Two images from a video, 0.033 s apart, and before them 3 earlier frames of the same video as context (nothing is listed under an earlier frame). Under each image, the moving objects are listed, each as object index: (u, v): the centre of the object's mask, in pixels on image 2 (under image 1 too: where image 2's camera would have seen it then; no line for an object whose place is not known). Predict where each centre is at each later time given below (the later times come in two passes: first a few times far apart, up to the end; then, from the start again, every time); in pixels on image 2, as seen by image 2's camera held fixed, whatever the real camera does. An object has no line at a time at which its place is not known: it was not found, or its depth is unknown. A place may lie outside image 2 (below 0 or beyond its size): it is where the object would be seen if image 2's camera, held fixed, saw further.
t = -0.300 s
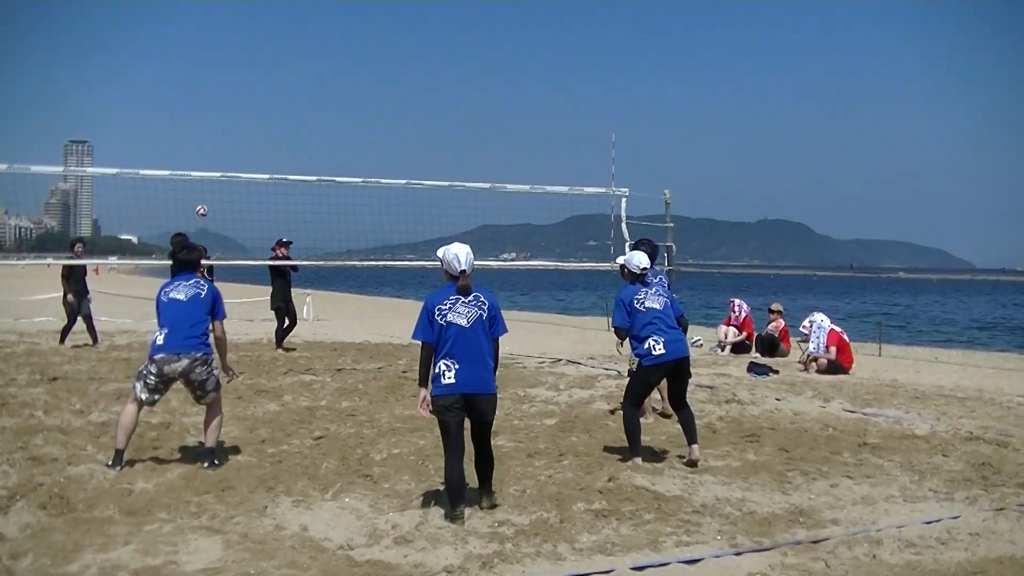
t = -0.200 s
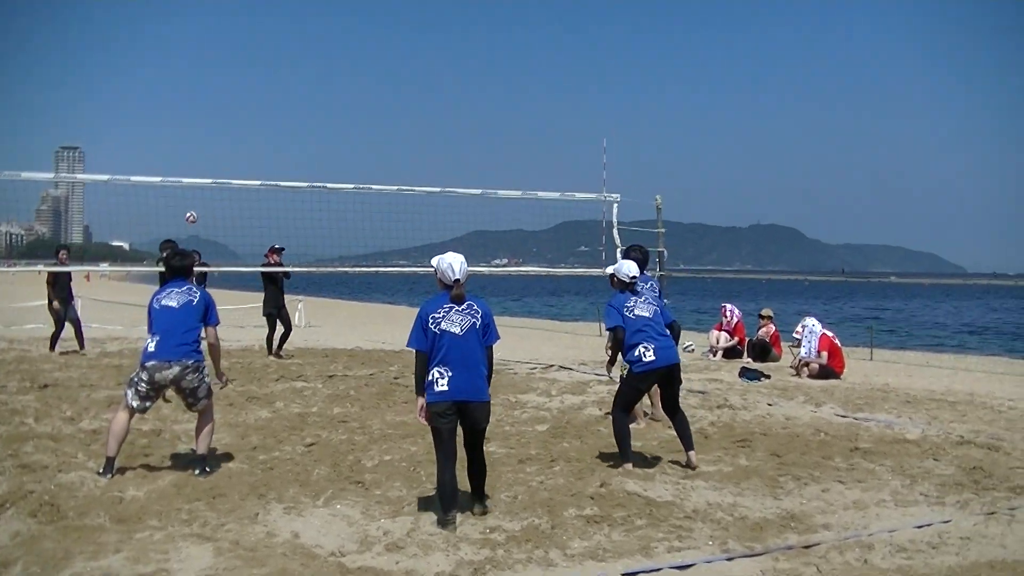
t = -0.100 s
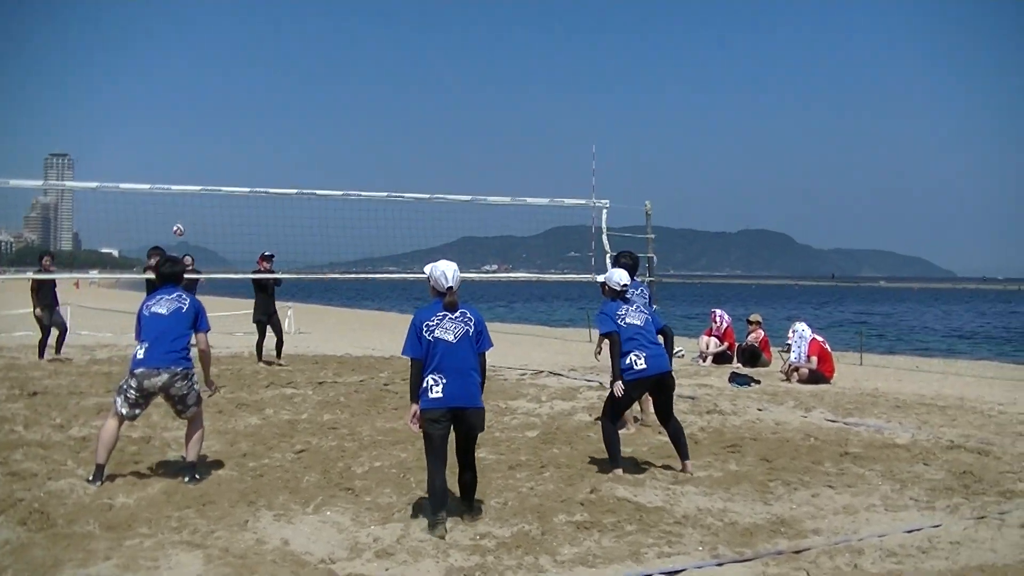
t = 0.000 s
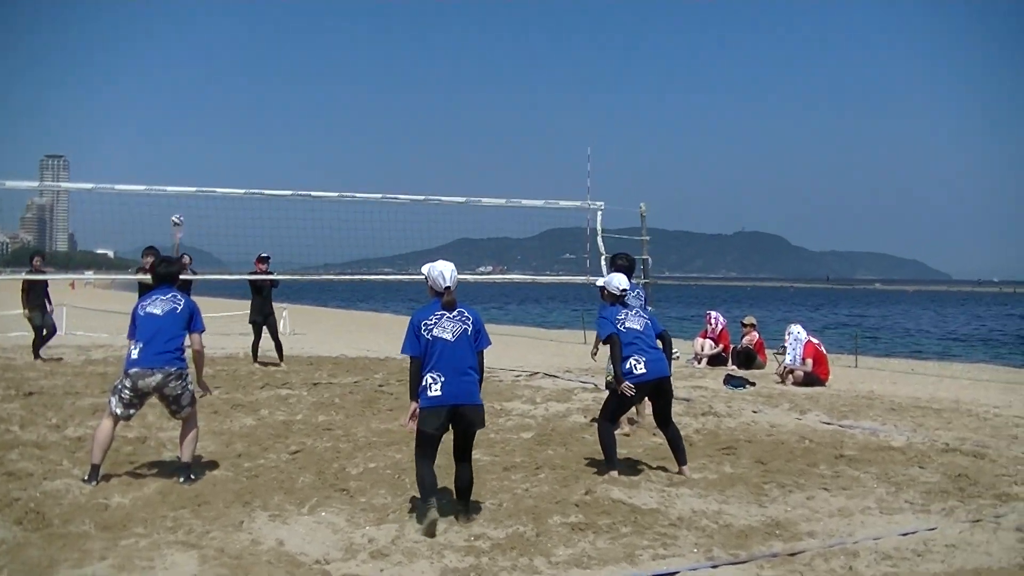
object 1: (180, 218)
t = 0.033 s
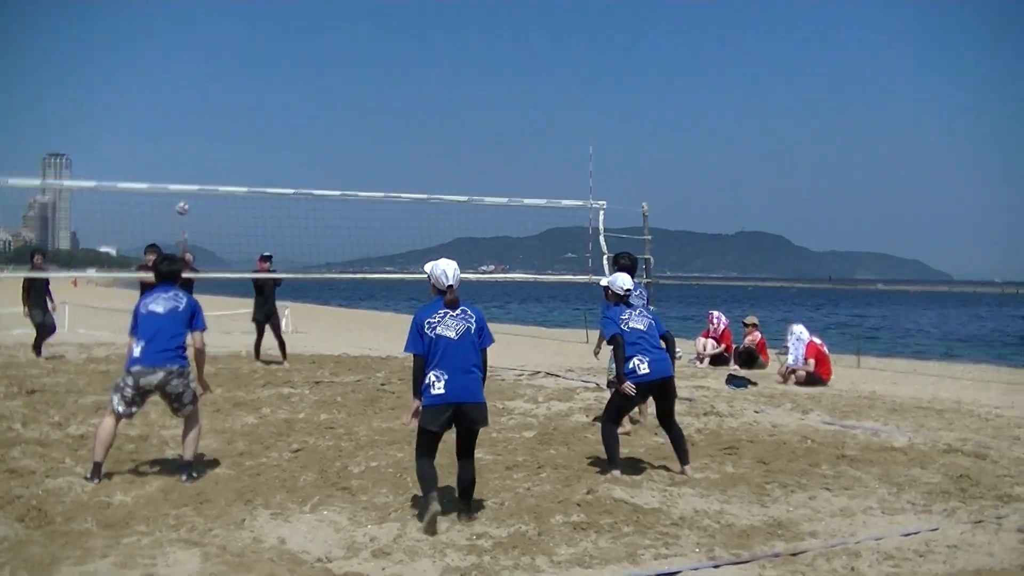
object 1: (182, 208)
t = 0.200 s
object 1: (202, 162)
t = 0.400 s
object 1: (222, 122)
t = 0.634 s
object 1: (252, 104)
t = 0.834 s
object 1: (276, 125)
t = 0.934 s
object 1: (287, 154)
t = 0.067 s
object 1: (186, 199)
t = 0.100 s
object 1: (190, 193)
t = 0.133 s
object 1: (194, 179)
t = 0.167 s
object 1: (198, 170)
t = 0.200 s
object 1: (202, 162)
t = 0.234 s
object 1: (205, 154)
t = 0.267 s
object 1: (208, 147)
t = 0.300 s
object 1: (211, 140)
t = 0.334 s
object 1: (215, 133)
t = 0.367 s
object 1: (218, 127)
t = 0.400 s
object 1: (222, 122)
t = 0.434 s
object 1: (226, 116)
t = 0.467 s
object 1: (230, 112)
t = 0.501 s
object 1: (235, 108)
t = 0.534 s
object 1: (239, 106)
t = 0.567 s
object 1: (243, 104)
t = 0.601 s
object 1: (248, 103)
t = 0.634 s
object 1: (252, 104)
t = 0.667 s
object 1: (256, 105)
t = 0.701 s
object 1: (260, 107)
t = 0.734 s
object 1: (264, 109)
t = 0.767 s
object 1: (268, 113)
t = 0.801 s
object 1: (272, 119)
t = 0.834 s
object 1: (276, 125)
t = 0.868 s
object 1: (280, 133)
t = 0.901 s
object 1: (283, 143)
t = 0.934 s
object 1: (287, 154)
